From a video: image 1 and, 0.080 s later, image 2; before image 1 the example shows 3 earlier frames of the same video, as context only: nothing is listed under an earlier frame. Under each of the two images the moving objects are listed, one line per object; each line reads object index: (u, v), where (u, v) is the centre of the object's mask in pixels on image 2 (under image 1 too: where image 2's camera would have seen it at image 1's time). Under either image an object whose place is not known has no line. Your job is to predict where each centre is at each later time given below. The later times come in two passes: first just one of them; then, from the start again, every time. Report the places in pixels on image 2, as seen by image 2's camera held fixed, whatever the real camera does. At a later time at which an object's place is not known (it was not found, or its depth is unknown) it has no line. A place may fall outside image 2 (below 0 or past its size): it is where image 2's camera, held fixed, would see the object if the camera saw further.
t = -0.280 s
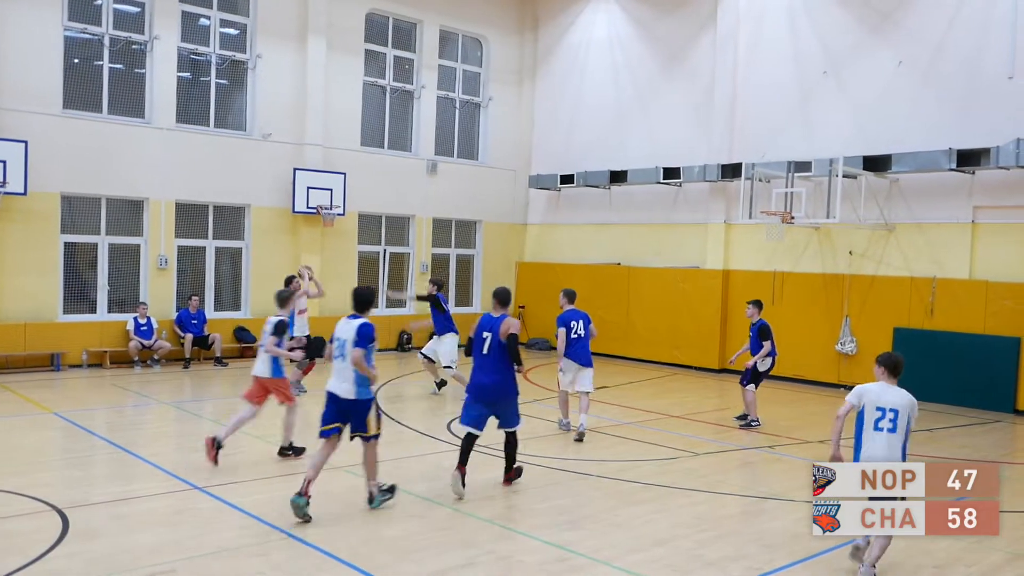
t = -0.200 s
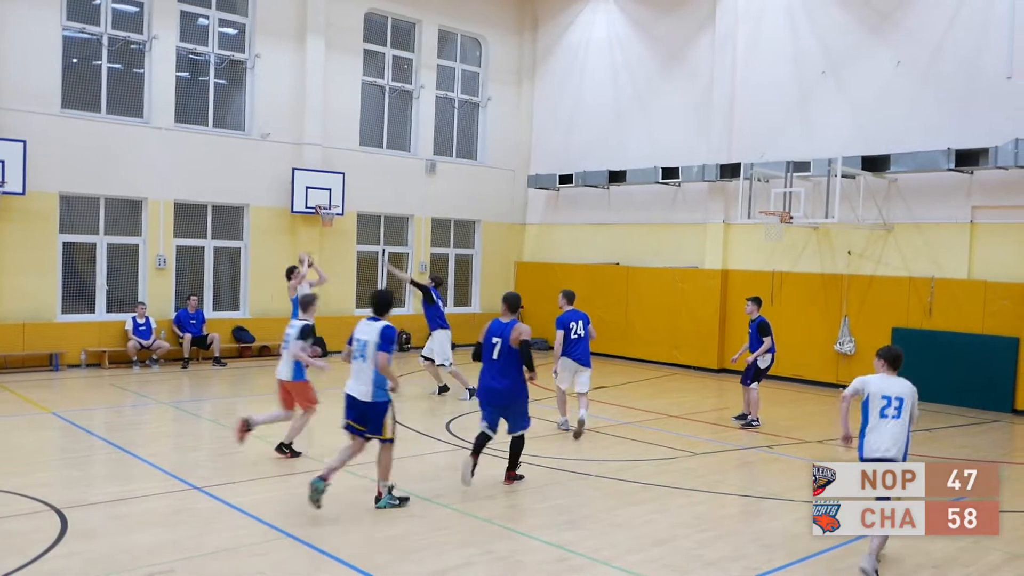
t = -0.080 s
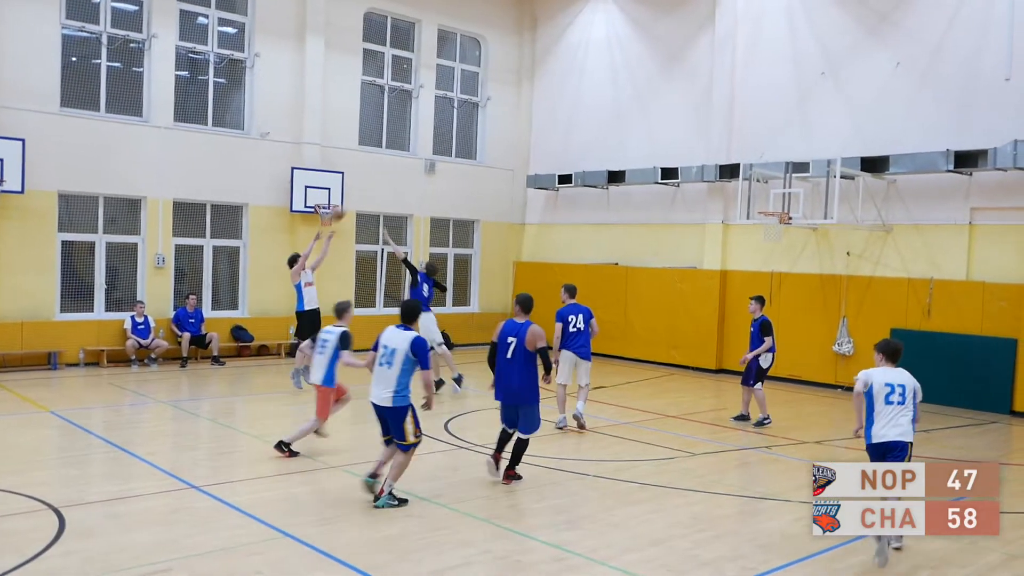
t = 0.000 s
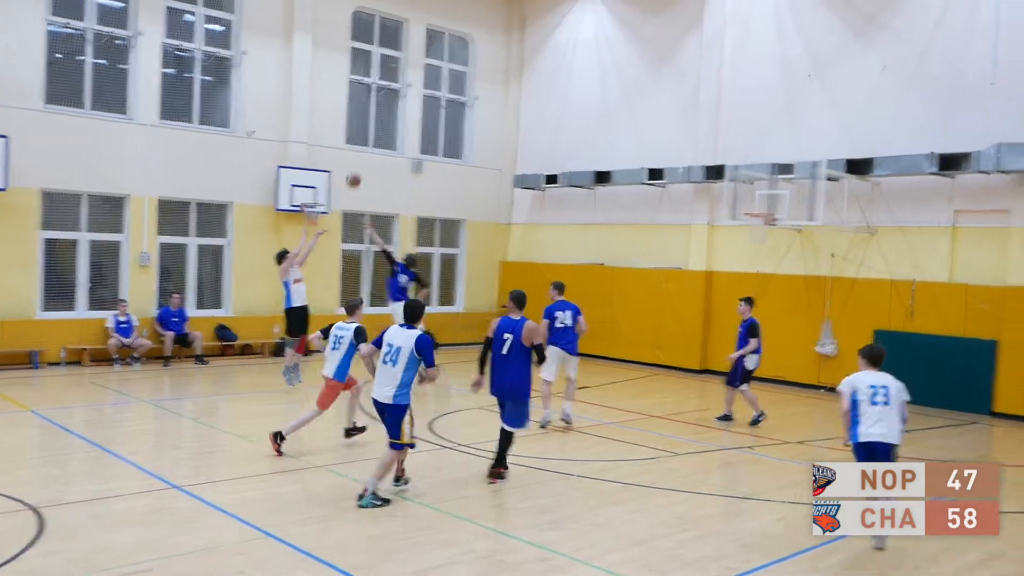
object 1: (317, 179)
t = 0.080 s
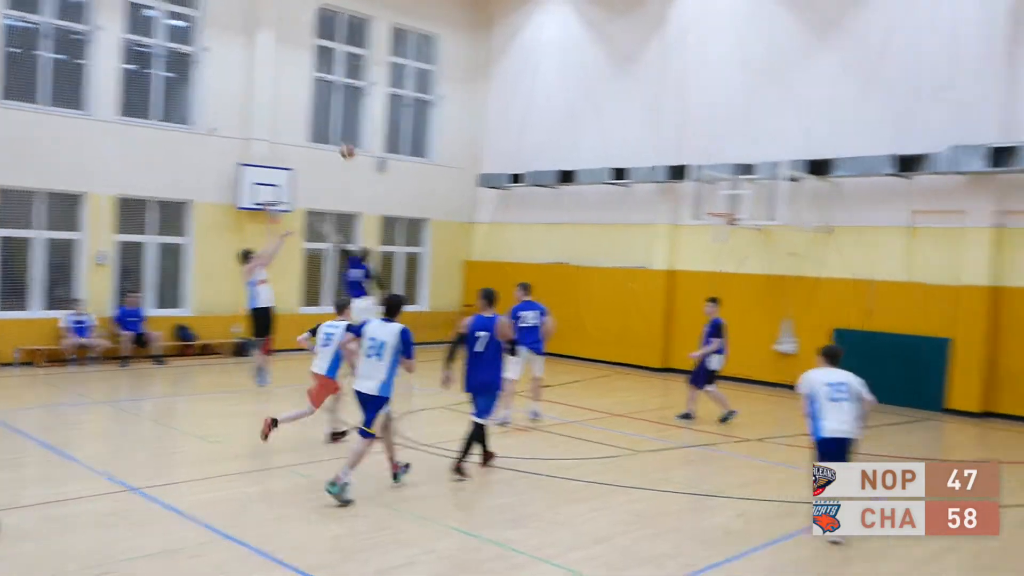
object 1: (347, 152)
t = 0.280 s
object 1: (419, 102)
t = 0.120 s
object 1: (362, 139)
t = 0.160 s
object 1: (377, 129)
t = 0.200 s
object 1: (391, 119)
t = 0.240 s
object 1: (405, 111)
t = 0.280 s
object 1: (419, 102)
